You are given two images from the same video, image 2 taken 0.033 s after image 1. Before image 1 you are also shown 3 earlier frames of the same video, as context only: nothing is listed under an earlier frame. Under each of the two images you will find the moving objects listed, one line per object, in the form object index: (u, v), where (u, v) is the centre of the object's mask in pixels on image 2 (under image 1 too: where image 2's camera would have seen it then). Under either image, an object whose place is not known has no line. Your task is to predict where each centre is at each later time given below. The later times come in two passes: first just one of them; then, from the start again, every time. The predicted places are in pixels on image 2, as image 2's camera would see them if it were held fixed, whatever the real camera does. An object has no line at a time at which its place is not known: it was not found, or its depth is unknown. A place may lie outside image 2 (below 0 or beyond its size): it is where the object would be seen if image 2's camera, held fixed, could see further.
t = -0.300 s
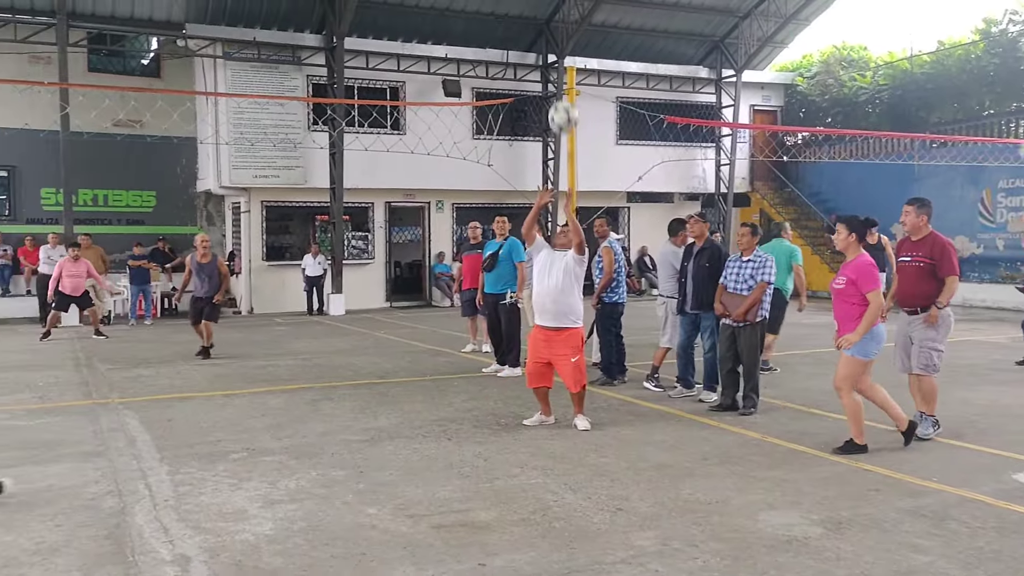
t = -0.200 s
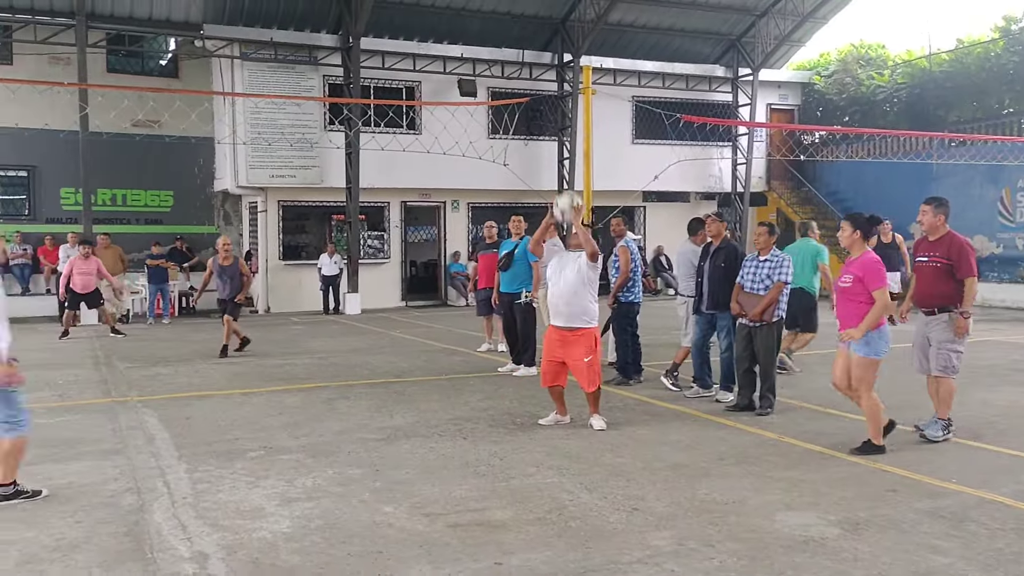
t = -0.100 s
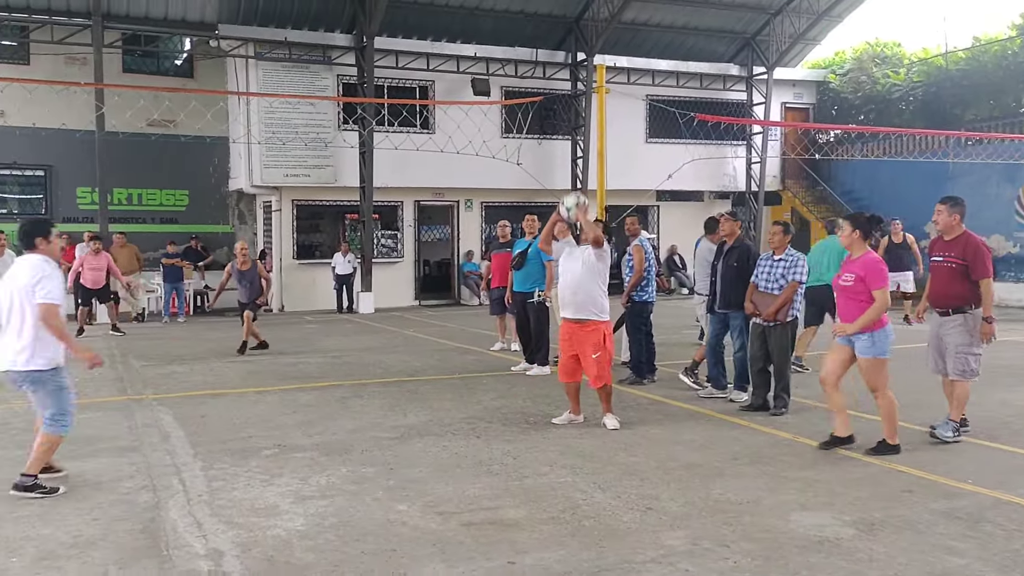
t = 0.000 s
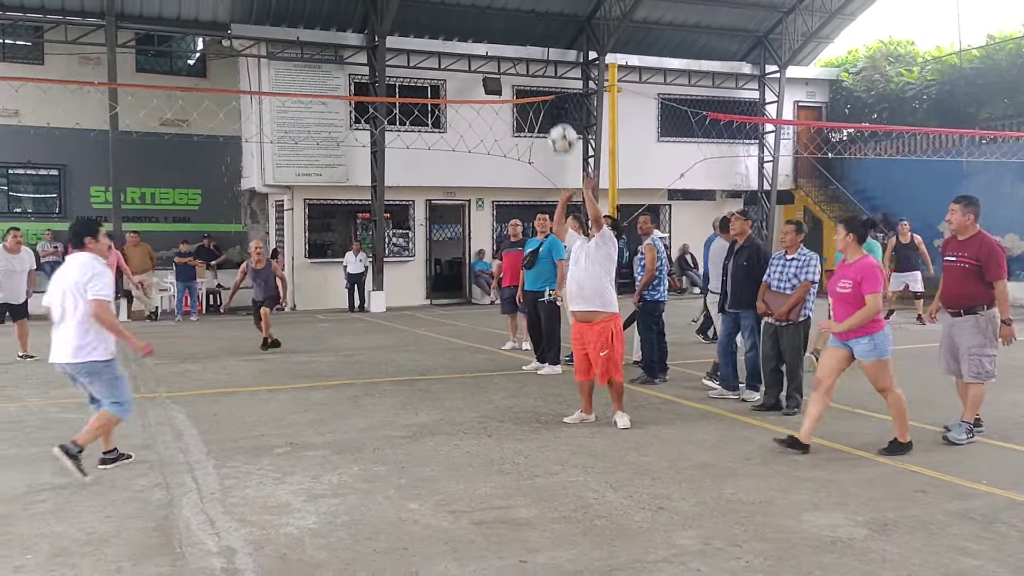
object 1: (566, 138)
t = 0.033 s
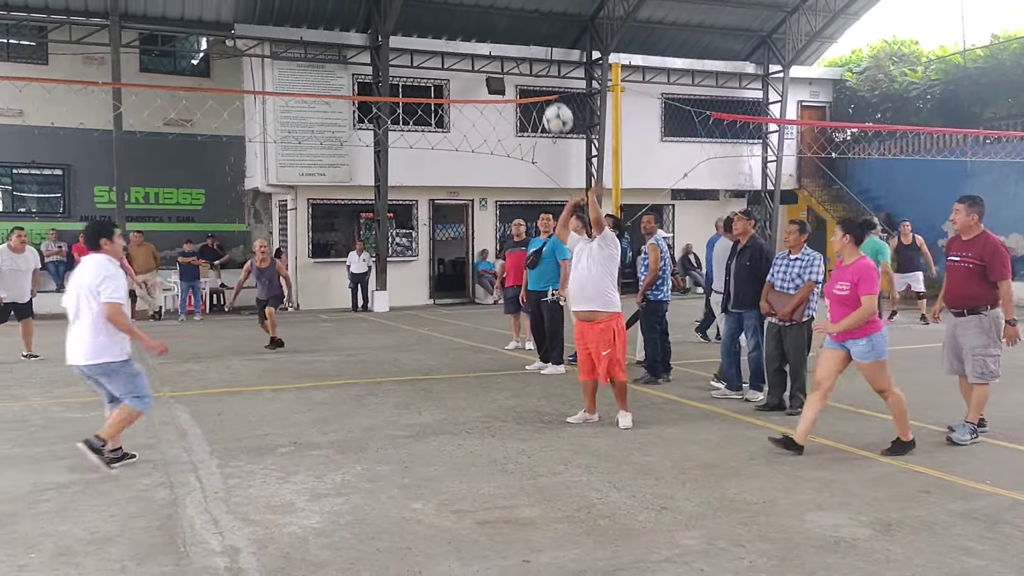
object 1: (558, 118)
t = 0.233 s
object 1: (510, 27)
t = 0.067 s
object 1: (550, 100)
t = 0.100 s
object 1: (542, 82)
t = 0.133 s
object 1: (534, 66)
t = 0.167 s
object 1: (526, 51)
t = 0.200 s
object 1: (518, 38)
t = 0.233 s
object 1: (510, 27)
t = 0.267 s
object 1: (503, 17)
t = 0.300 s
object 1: (495, 10)
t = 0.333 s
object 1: (488, 7)
